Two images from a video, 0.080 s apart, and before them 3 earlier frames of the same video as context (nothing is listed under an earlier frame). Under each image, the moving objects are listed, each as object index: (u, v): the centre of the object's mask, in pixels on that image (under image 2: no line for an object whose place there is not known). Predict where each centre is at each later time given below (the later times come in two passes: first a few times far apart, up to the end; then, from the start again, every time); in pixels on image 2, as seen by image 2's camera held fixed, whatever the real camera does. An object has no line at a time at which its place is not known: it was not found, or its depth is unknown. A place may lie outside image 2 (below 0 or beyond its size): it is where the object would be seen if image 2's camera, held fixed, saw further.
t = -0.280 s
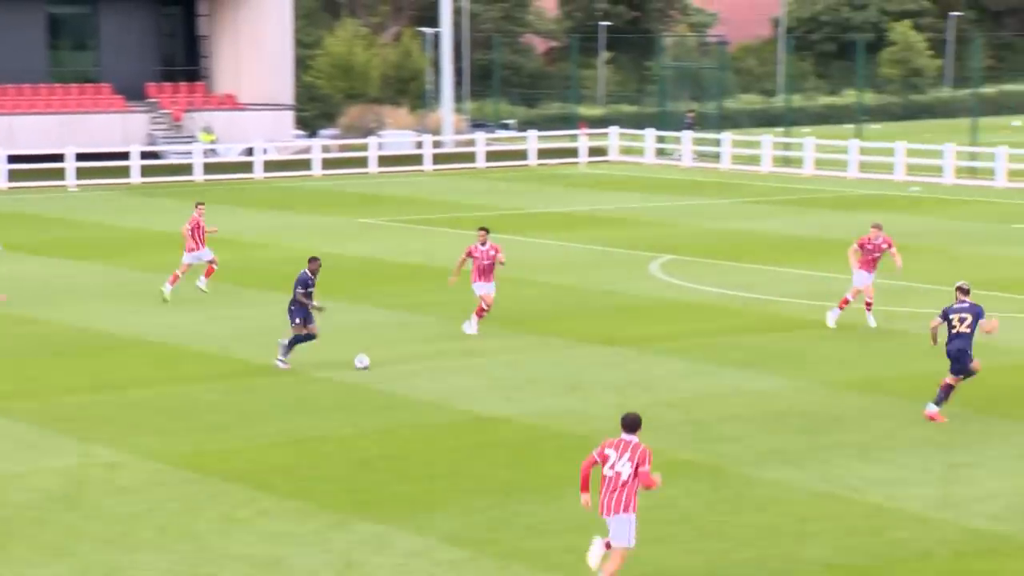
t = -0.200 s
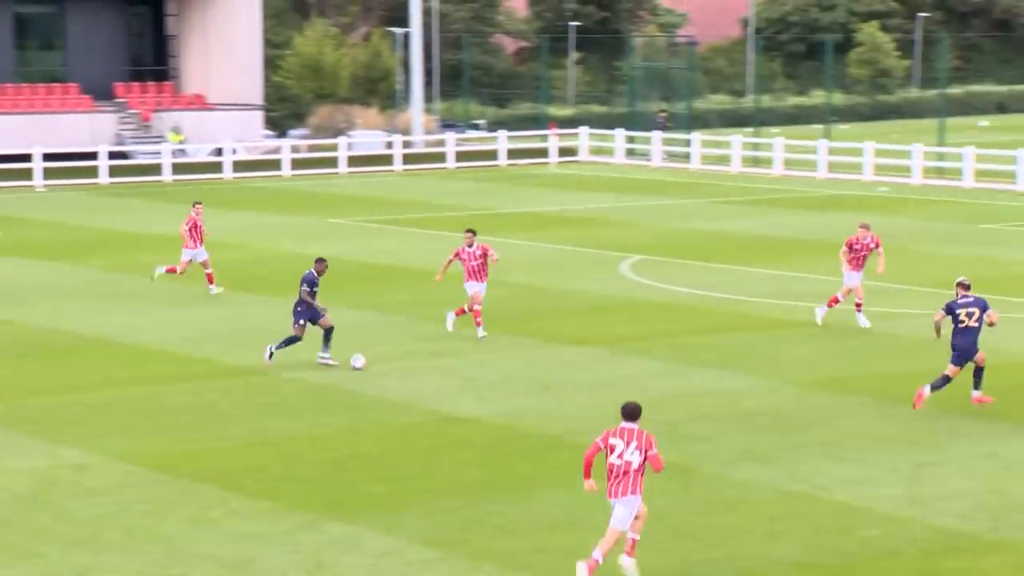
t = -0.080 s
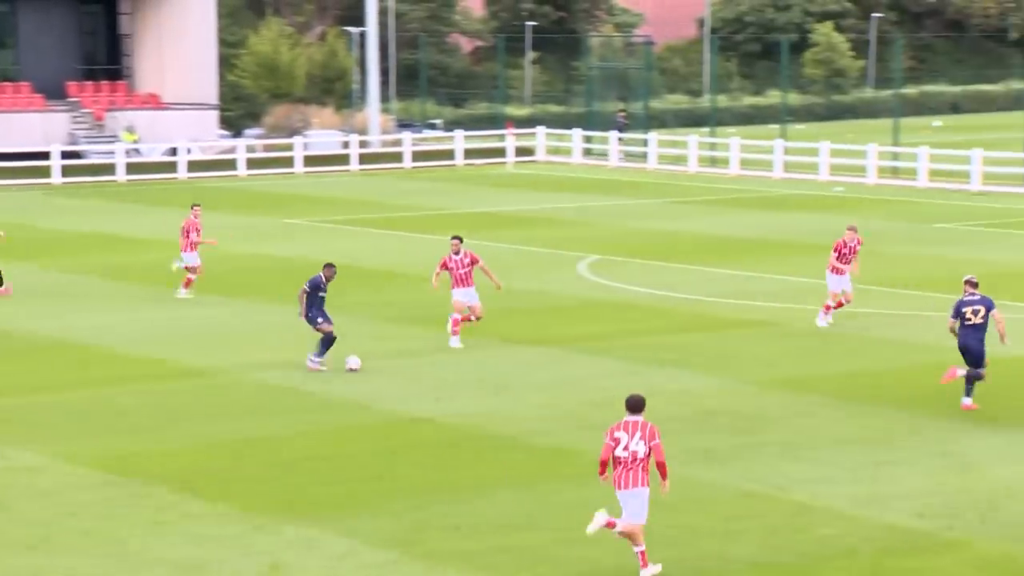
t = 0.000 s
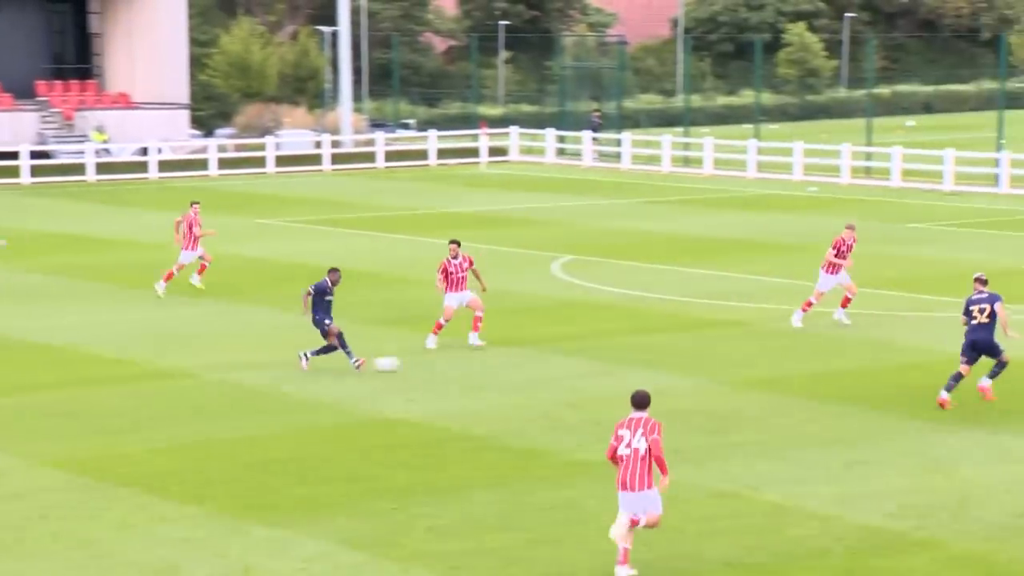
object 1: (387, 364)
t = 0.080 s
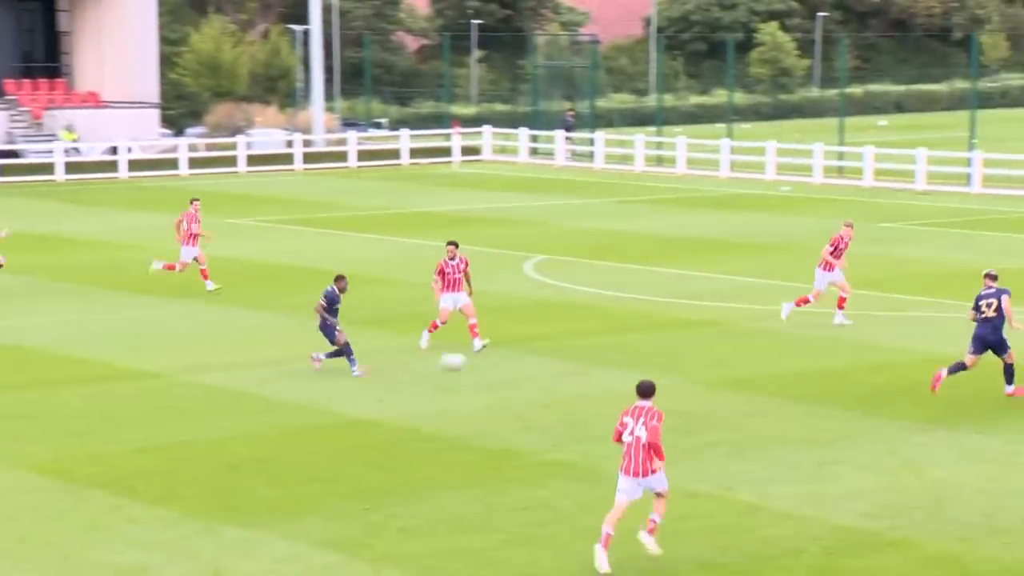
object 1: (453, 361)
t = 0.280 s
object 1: (669, 359)
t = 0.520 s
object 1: (894, 355)
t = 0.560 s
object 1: (927, 353)
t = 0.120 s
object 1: (498, 361)
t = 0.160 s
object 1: (544, 362)
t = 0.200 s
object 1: (586, 360)
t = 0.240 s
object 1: (628, 360)
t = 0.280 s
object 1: (669, 359)
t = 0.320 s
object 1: (709, 359)
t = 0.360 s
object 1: (748, 356)
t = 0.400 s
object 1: (786, 357)
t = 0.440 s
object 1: (823, 356)
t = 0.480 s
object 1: (859, 357)
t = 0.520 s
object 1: (894, 355)
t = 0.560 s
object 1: (927, 353)
